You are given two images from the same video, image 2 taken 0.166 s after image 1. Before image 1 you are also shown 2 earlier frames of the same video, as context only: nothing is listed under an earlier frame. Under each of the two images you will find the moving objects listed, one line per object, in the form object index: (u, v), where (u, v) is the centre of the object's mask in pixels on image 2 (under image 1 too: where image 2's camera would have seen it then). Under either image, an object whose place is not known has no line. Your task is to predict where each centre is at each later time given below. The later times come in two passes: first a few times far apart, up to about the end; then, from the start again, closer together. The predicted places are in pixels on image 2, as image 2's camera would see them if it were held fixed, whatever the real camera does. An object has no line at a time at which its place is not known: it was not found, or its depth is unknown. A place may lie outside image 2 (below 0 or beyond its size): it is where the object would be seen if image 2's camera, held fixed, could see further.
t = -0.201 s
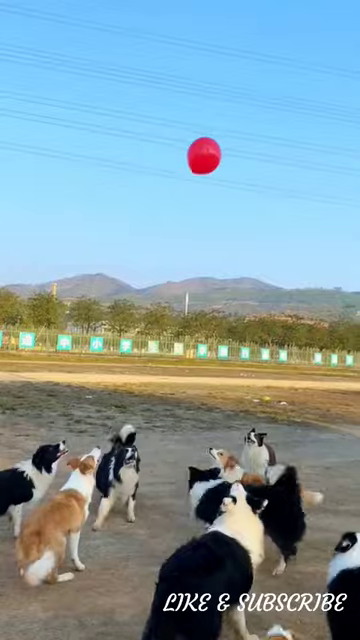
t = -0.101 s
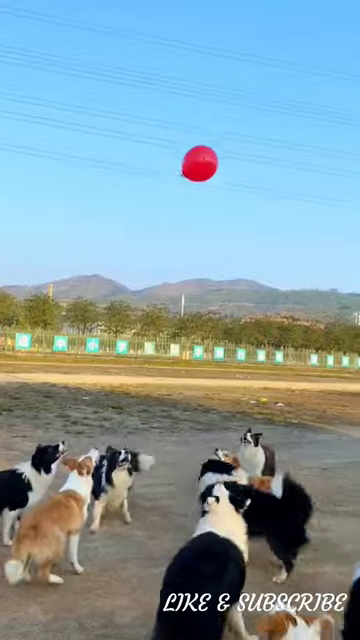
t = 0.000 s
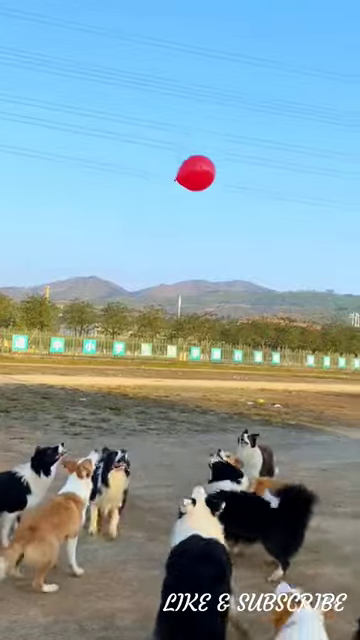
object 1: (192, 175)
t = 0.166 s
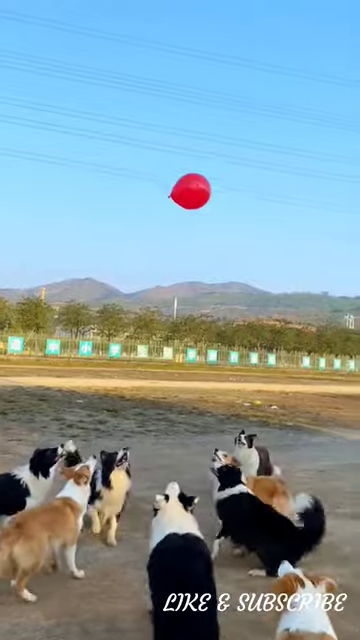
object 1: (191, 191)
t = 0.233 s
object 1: (191, 199)
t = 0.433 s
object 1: (187, 229)
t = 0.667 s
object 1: (179, 273)
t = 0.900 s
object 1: (173, 323)
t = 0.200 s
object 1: (191, 195)
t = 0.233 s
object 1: (191, 199)
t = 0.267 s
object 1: (190, 204)
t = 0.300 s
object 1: (190, 209)
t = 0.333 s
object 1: (190, 214)
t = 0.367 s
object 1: (189, 219)
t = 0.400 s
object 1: (188, 224)
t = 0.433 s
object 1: (187, 229)
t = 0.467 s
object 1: (186, 235)
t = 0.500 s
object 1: (185, 240)
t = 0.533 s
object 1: (183, 247)
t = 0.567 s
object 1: (182, 253)
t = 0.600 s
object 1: (181, 259)
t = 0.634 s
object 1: (180, 266)
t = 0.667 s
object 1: (179, 273)
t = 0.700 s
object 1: (178, 280)
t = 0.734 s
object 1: (177, 287)
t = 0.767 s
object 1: (176, 294)
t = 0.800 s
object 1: (175, 301)
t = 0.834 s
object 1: (174, 309)
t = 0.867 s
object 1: (173, 316)
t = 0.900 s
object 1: (173, 323)
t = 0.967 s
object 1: (170, 337)
